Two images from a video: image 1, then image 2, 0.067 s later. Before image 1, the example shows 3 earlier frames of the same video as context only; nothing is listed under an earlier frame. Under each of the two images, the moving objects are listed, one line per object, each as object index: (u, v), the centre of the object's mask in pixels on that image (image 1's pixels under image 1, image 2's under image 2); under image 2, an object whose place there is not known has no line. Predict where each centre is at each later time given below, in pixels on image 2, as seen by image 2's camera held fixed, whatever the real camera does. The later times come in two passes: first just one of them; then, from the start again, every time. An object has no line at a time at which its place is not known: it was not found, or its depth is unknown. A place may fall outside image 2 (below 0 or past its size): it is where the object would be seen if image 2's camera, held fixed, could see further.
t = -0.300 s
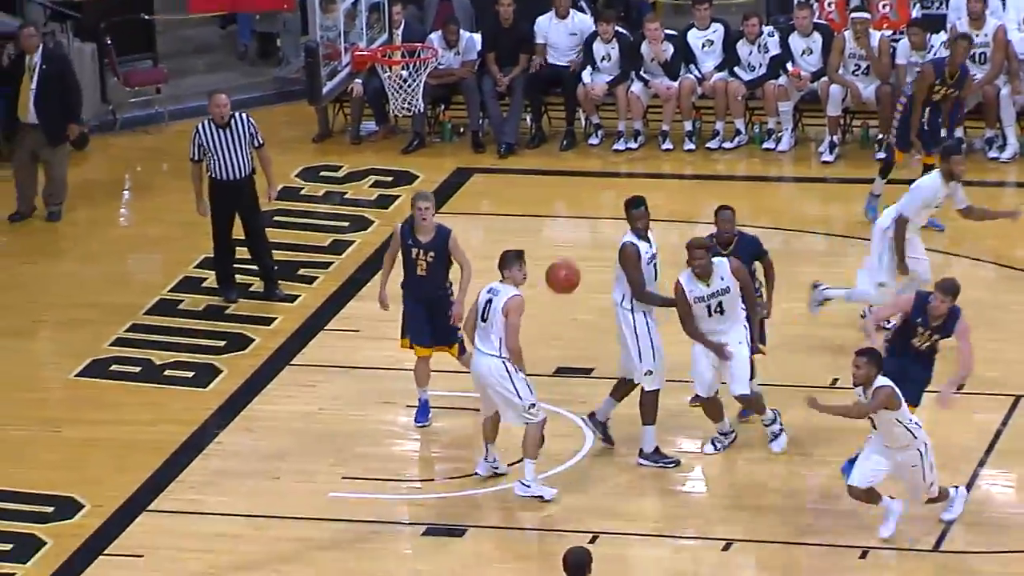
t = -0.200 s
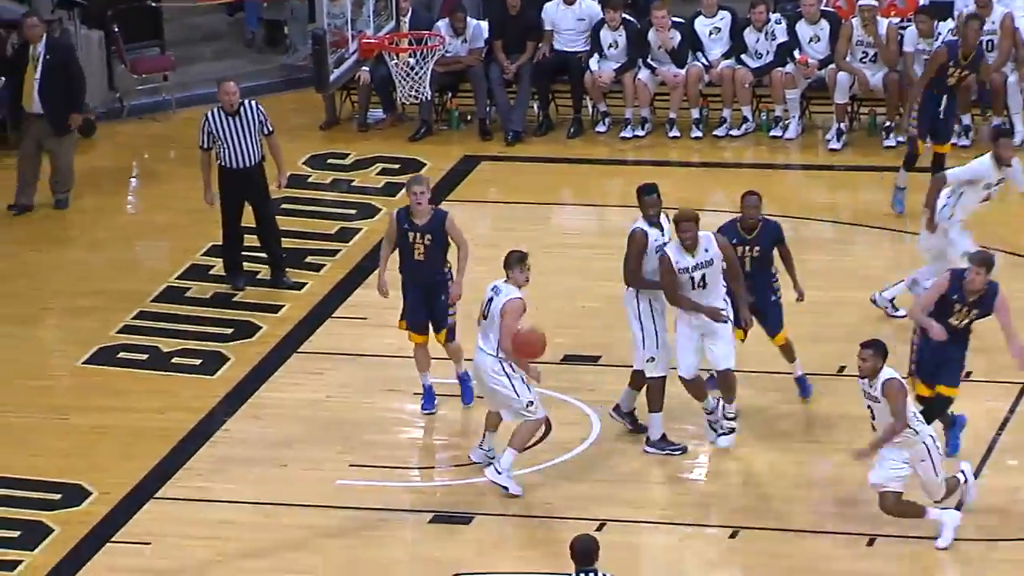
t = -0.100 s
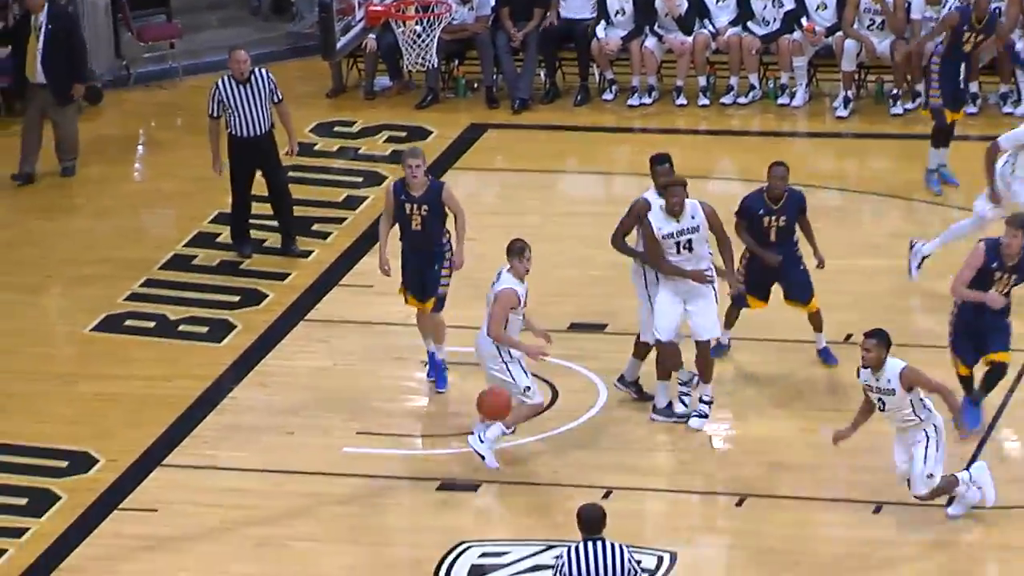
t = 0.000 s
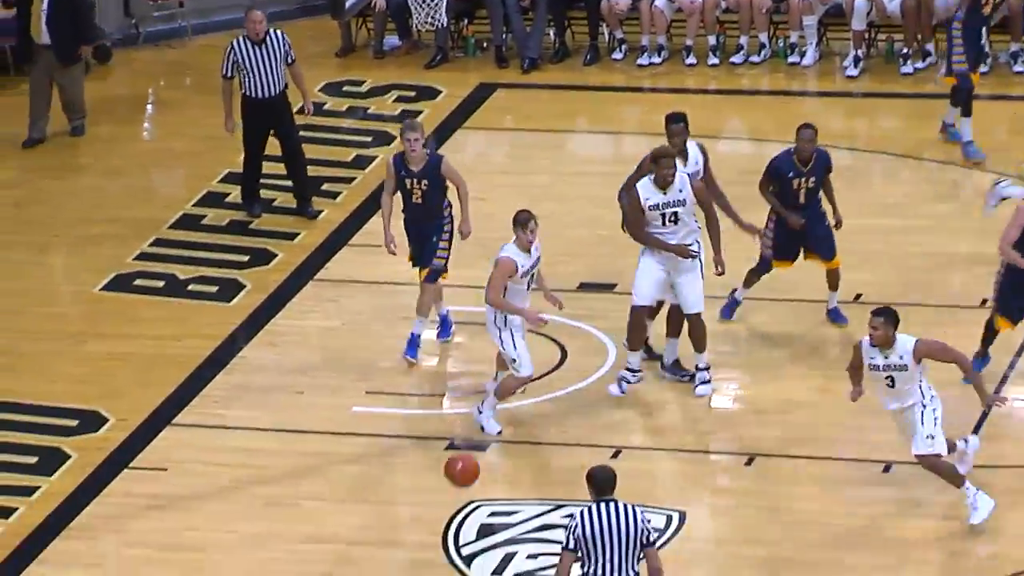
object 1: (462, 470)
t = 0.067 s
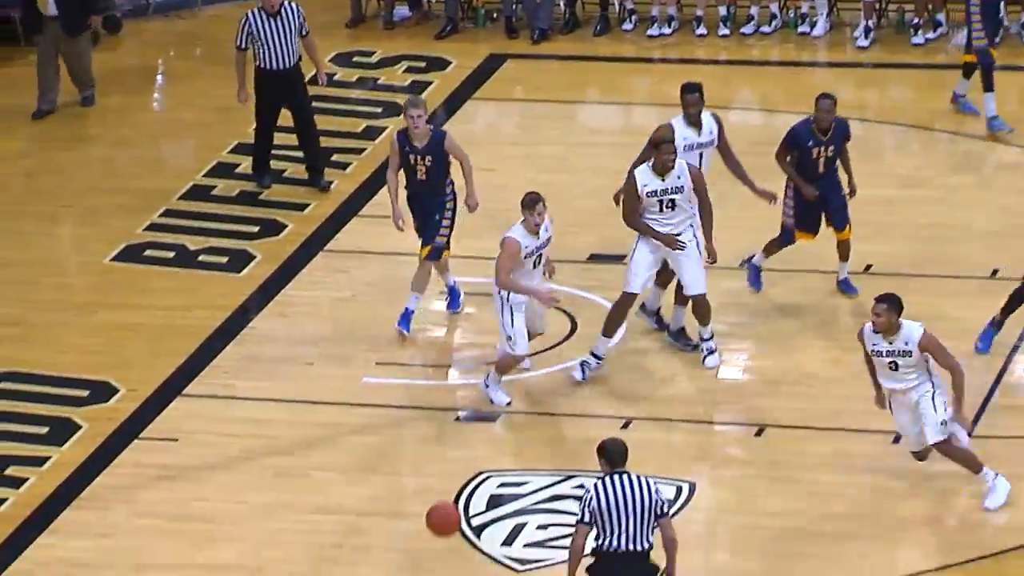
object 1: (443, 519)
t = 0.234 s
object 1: (420, 494)
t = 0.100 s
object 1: (430, 561)
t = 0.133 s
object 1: (427, 552)
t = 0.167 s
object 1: (425, 532)
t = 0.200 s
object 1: (423, 513)
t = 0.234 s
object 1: (420, 494)
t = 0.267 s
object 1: (418, 477)
